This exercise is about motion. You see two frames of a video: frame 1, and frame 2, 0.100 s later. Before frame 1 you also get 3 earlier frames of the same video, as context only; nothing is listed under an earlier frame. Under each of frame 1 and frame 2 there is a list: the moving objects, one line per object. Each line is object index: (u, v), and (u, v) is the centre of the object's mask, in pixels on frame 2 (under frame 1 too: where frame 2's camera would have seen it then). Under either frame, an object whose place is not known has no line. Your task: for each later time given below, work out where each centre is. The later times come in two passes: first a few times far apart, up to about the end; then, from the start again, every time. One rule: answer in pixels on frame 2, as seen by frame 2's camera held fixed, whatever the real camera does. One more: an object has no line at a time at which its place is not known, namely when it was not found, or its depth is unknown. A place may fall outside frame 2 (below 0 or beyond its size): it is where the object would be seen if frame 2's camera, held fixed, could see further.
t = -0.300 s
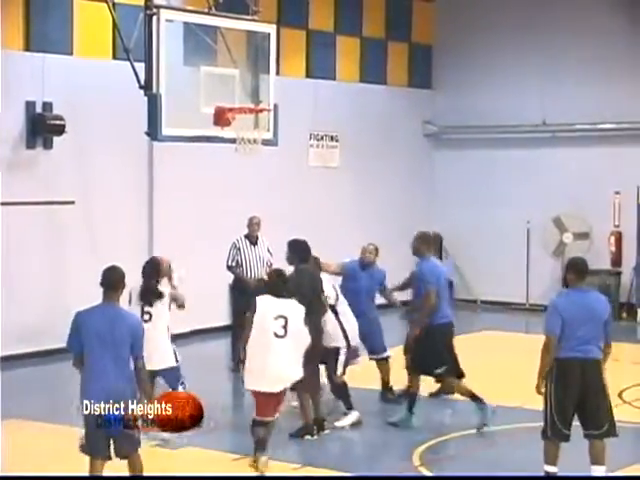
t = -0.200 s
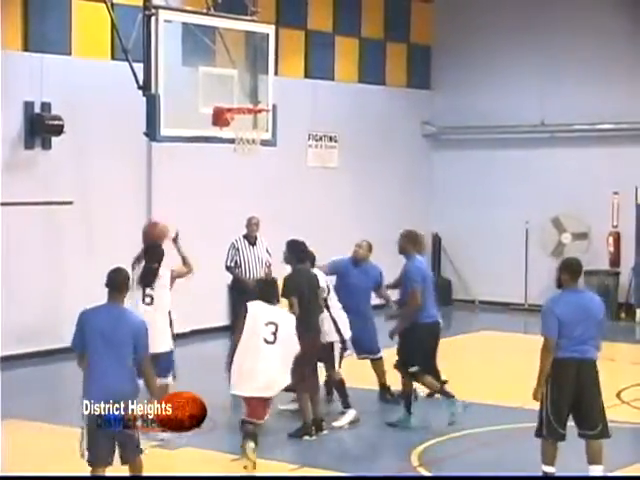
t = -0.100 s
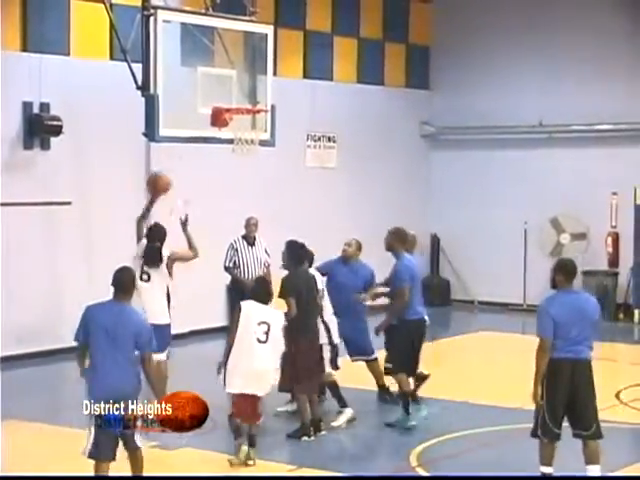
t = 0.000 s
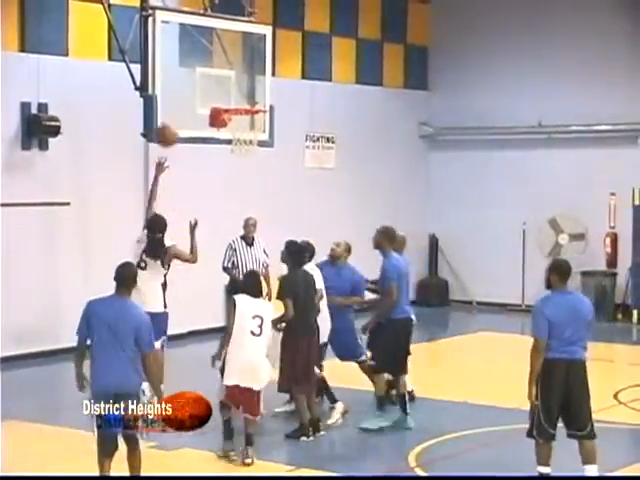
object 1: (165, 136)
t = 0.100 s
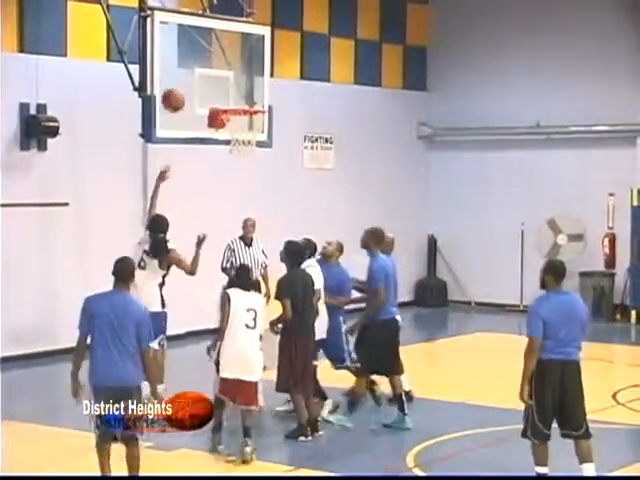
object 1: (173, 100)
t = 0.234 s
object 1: (184, 69)
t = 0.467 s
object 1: (219, 74)
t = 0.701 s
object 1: (257, 131)
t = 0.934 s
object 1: (256, 171)
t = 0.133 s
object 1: (176, 91)
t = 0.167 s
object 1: (179, 82)
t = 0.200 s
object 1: (182, 75)
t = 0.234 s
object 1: (184, 69)
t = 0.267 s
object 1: (187, 65)
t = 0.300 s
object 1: (191, 64)
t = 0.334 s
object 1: (197, 64)
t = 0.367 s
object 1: (203, 64)
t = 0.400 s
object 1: (209, 66)
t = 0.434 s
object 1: (214, 69)
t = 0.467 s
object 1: (219, 74)
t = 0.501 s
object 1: (225, 80)
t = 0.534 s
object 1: (231, 86)
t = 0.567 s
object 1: (237, 93)
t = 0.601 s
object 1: (244, 99)
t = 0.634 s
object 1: (248, 110)
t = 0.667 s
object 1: (254, 122)
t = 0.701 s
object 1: (257, 131)
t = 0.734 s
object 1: (258, 135)
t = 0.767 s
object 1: (260, 140)
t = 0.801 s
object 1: (260, 143)
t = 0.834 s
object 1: (259, 148)
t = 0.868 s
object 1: (258, 154)
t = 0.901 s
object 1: (257, 162)
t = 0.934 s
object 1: (256, 171)
